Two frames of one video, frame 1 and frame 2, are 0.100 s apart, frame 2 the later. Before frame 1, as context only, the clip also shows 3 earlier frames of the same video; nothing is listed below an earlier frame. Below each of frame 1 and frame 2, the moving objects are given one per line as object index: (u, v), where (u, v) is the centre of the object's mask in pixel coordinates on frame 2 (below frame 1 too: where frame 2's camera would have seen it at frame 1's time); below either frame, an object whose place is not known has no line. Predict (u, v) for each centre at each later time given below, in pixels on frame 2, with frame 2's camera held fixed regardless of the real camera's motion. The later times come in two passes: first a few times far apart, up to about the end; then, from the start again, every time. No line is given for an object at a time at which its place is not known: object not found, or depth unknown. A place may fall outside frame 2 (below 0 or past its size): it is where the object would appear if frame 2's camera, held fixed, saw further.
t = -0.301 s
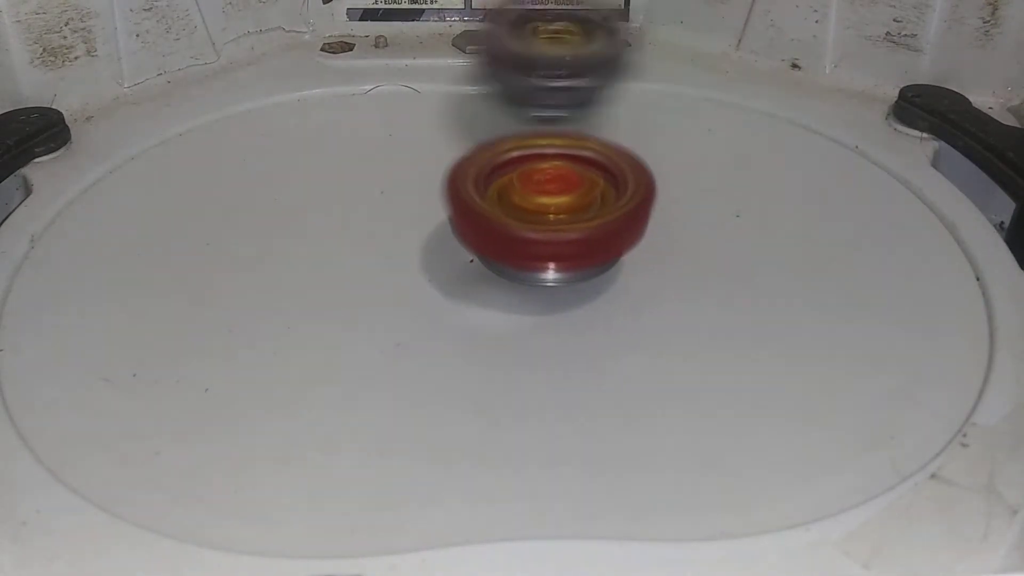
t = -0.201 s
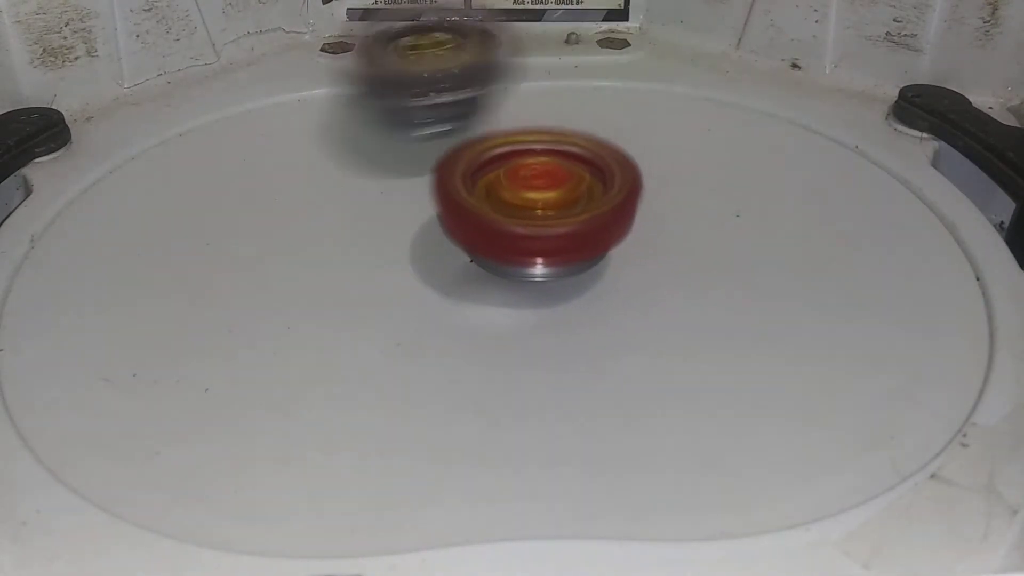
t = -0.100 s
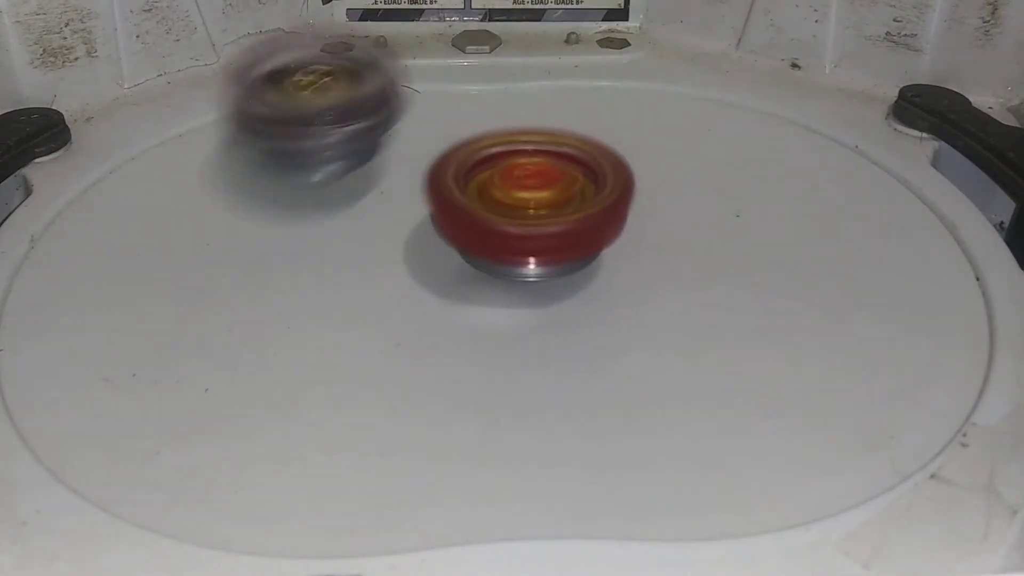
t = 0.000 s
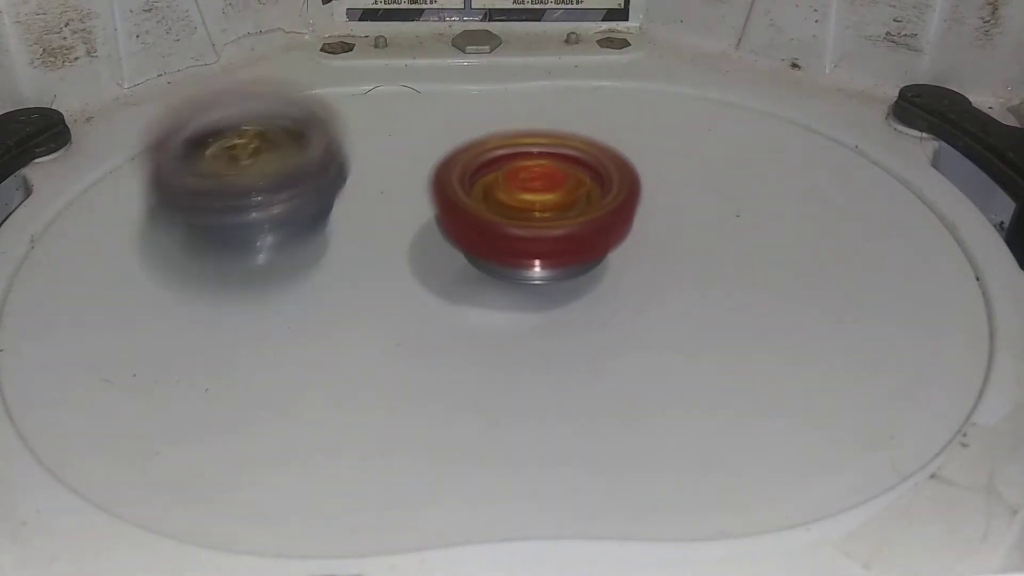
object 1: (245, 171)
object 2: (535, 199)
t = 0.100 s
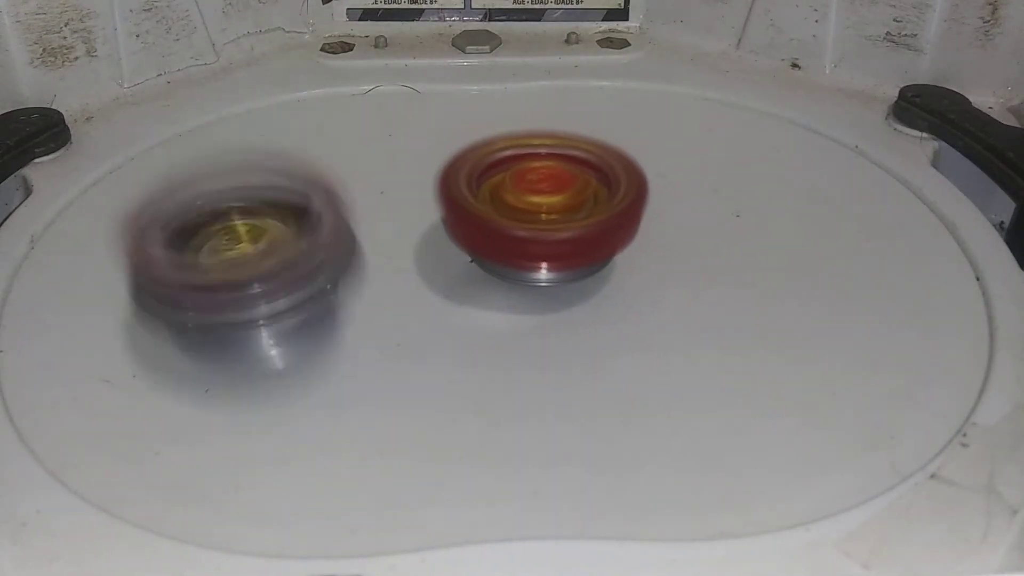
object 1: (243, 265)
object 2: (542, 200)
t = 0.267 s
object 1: (446, 360)
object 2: (539, 196)
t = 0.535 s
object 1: (851, 256)
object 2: (546, 202)
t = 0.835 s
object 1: (648, 86)
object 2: (544, 201)
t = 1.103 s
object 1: (321, 114)
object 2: (556, 210)
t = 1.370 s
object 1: (209, 305)
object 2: (557, 214)
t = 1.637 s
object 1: (663, 337)
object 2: (550, 208)
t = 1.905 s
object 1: (799, 151)
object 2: (562, 225)
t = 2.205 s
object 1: (548, 68)
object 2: (559, 215)
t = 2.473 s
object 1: (319, 196)
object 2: (552, 201)
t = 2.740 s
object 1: (458, 364)
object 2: (521, 193)
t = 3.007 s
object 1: (779, 259)
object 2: (545, 203)
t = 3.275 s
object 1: (690, 102)
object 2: (524, 194)
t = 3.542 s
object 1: (437, 73)
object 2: (497, 195)
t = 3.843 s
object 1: (295, 228)
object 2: (501, 189)
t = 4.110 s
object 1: (584, 318)
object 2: (471, 191)
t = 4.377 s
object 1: (767, 190)
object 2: (539, 207)
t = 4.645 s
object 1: (644, 80)
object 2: (554, 236)
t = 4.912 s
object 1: (409, 147)
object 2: (575, 227)
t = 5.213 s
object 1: (279, 309)
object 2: (618, 218)
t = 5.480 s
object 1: (567, 308)
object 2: (625, 185)
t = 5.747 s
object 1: (516, 239)
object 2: (623, 98)
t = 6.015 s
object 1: (327, 243)
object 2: (621, 55)
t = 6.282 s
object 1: (342, 245)
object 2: (629, 85)
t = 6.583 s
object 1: (423, 184)
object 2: (644, 193)
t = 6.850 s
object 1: (428, 168)
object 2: (635, 286)
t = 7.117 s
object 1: (498, 176)
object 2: (563, 332)
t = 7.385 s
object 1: (617, 177)
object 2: (479, 287)
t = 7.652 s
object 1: (641, 167)
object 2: (396, 196)
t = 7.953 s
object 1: (556, 192)
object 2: (379, 118)
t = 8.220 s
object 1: (536, 242)
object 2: (414, 110)
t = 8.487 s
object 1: (536, 254)
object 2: (453, 139)
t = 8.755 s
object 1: (536, 283)
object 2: (490, 156)
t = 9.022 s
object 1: (527, 300)
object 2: (530, 163)
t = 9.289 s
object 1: (521, 273)
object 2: (589, 158)
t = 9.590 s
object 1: (527, 242)
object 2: (672, 142)
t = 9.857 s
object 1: (545, 262)
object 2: (712, 160)
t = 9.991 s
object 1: (509, 252)
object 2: (704, 182)
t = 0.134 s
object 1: (258, 291)
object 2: (544, 201)
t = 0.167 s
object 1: (288, 317)
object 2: (544, 200)
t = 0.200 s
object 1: (332, 339)
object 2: (543, 199)
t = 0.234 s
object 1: (383, 353)
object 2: (541, 198)
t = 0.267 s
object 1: (446, 360)
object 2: (539, 196)
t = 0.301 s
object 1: (522, 363)
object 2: (536, 194)
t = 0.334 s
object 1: (592, 363)
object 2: (534, 195)
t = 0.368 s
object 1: (664, 360)
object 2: (534, 197)
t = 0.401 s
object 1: (721, 349)
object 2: (536, 199)
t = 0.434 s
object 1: (772, 333)
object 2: (538, 199)
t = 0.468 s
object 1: (812, 310)
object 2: (541, 201)
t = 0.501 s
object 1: (838, 286)
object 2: (543, 202)
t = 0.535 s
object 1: (851, 256)
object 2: (546, 202)
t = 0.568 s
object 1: (851, 228)
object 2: (548, 202)
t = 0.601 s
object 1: (845, 203)
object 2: (548, 202)
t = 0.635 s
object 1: (831, 176)
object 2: (548, 202)
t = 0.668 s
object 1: (807, 154)
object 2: (548, 202)
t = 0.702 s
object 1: (782, 135)
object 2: (547, 201)
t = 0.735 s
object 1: (751, 118)
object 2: (545, 201)
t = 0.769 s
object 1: (720, 106)
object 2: (544, 200)
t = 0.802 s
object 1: (685, 94)
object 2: (543, 201)
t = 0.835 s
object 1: (648, 86)
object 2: (544, 201)
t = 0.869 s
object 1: (609, 78)
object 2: (545, 203)
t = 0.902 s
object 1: (570, 76)
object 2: (547, 204)
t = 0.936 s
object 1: (529, 77)
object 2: (549, 205)
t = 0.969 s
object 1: (487, 79)
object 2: (551, 206)
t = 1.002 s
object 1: (443, 86)
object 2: (553, 207)
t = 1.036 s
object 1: (398, 94)
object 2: (554, 208)
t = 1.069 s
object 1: (358, 98)
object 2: (555, 209)
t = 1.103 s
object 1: (321, 114)
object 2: (556, 210)
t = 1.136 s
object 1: (289, 126)
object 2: (556, 210)
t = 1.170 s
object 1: (258, 143)
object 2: (556, 210)
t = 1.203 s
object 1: (229, 165)
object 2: (556, 209)
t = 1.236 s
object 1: (210, 188)
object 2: (556, 208)
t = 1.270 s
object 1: (195, 215)
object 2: (556, 209)
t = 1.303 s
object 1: (190, 244)
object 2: (556, 210)
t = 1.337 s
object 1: (194, 276)
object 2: (556, 212)
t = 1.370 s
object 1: (209, 305)
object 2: (557, 214)
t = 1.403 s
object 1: (241, 328)
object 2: (558, 217)
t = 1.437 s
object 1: (283, 348)
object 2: (558, 218)
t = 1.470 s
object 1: (341, 360)
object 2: (559, 219)
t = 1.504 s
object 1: (402, 361)
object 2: (561, 219)
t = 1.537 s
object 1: (469, 362)
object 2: (564, 213)
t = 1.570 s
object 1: (529, 356)
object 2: (563, 205)
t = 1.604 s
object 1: (603, 350)
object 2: (556, 205)
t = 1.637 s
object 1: (663, 337)
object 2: (550, 208)
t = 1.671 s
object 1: (707, 319)
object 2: (550, 213)
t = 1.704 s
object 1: (740, 297)
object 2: (553, 217)
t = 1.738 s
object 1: (764, 272)
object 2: (557, 221)
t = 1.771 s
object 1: (779, 245)
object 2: (560, 223)
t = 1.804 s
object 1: (791, 223)
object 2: (559, 223)
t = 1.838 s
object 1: (802, 197)
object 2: (560, 224)
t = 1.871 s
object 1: (803, 172)
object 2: (561, 226)
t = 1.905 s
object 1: (799, 151)
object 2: (562, 225)
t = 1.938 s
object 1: (789, 126)
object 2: (563, 223)
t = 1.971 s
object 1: (771, 107)
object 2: (561, 221)
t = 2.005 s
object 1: (752, 91)
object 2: (559, 220)
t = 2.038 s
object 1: (724, 74)
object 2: (560, 220)
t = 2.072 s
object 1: (694, 66)
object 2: (560, 220)
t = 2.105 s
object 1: (661, 62)
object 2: (560, 219)
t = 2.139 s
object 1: (627, 61)
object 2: (559, 218)
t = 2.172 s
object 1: (585, 66)
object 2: (559, 217)
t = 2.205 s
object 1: (548, 68)
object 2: (559, 215)
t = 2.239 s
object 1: (512, 81)
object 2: (559, 215)
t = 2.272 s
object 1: (476, 84)
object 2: (558, 213)
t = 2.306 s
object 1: (439, 105)
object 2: (558, 213)
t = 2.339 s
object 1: (405, 118)
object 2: (559, 211)
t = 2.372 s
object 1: (375, 137)
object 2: (558, 209)
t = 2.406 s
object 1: (352, 152)
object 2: (557, 206)
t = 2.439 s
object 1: (332, 174)
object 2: (555, 203)
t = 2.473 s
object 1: (319, 196)
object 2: (552, 201)
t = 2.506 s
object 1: (306, 222)
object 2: (549, 198)
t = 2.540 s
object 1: (299, 254)
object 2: (544, 196)
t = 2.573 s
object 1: (300, 279)
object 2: (539, 195)
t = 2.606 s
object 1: (309, 305)
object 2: (535, 193)
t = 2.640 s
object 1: (326, 327)
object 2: (530, 193)
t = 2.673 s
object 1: (359, 346)
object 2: (526, 193)
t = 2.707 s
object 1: (404, 360)
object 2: (523, 193)
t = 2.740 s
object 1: (458, 364)
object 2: (521, 193)
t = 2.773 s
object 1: (521, 366)
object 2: (520, 193)
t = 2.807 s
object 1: (582, 367)
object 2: (521, 195)
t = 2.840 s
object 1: (649, 363)
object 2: (524, 197)
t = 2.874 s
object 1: (701, 351)
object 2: (529, 198)
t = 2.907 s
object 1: (739, 334)
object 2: (533, 199)
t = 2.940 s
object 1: (764, 309)
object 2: (538, 201)
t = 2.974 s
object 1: (777, 285)
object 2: (542, 202)
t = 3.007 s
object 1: (779, 259)
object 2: (545, 203)
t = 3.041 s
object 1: (774, 234)
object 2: (547, 204)
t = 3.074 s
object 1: (765, 212)
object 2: (548, 203)
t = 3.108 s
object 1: (767, 191)
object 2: (540, 199)
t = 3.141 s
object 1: (763, 168)
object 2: (537, 198)
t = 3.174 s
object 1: (751, 150)
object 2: (534, 198)
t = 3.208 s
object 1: (737, 133)
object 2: (533, 196)
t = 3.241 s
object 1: (715, 116)
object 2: (529, 195)
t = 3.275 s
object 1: (690, 102)
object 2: (524, 194)
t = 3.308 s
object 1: (663, 93)
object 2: (520, 192)
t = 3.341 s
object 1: (632, 84)
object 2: (513, 191)
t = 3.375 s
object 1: (596, 80)
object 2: (507, 190)
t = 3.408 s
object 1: (565, 77)
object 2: (495, 192)
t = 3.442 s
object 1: (536, 77)
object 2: (487, 194)
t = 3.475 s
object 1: (505, 76)
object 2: (488, 195)
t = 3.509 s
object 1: (474, 78)
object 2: (493, 195)
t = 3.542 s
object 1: (437, 73)
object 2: (497, 195)
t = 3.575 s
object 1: (404, 84)
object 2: (501, 195)
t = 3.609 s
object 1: (372, 90)
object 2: (504, 194)
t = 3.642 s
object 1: (346, 105)
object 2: (507, 194)
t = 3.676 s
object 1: (326, 121)
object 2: (509, 194)
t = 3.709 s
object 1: (313, 141)
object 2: (509, 193)
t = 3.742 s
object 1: (304, 160)
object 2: (507, 192)
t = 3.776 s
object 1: (299, 180)
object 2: (506, 192)
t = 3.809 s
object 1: (292, 201)
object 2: (503, 190)
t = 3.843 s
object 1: (295, 228)
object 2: (501, 189)
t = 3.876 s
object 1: (303, 248)
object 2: (499, 188)
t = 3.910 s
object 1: (319, 271)
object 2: (497, 187)
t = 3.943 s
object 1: (347, 292)
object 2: (496, 184)
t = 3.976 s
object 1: (382, 305)
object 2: (497, 180)
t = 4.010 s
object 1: (426, 315)
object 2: (489, 177)
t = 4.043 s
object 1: (476, 318)
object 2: (481, 175)
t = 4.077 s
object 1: (531, 320)
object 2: (472, 179)
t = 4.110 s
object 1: (584, 318)
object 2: (471, 191)
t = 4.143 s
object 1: (637, 313)
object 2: (465, 193)
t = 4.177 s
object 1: (678, 302)
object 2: (461, 199)
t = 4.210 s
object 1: (716, 289)
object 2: (465, 200)
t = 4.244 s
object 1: (741, 272)
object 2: (479, 199)
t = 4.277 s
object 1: (761, 252)
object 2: (496, 198)
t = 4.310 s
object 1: (772, 229)
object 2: (512, 199)
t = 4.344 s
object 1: (773, 211)
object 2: (528, 203)
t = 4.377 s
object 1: (767, 190)
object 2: (539, 207)
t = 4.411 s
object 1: (759, 169)
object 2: (545, 209)
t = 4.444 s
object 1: (758, 154)
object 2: (540, 208)
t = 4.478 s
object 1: (751, 136)
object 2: (543, 210)
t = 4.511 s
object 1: (737, 120)
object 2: (548, 216)
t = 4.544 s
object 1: (720, 102)
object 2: (551, 222)
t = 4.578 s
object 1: (699, 90)
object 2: (552, 228)
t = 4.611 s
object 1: (674, 84)
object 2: (553, 233)
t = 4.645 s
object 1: (644, 80)
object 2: (554, 236)
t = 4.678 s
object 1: (612, 74)
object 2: (554, 238)
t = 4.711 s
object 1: (581, 78)
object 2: (556, 239)
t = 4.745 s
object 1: (549, 90)
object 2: (558, 240)
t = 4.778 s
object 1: (517, 92)
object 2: (561, 239)
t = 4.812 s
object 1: (489, 102)
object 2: (565, 237)
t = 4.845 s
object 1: (457, 119)
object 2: (568, 233)
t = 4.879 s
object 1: (429, 134)
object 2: (572, 230)
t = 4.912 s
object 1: (409, 147)
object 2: (575, 227)
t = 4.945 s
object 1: (383, 164)
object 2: (582, 227)
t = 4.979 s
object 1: (358, 177)
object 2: (589, 226)
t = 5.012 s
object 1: (337, 189)
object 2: (595, 225)
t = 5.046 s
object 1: (313, 207)
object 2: (601, 223)
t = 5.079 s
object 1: (296, 224)
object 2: (607, 222)
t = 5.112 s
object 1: (282, 243)
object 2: (611, 221)
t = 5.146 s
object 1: (272, 264)
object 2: (613, 220)
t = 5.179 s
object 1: (271, 289)
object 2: (616, 218)
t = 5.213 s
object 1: (279, 309)
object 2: (618, 218)
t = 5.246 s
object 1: (299, 325)
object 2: (619, 216)
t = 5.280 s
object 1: (331, 338)
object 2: (620, 216)
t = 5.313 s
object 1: (368, 342)
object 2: (619, 214)
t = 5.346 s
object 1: (415, 340)
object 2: (619, 214)
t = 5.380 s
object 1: (458, 333)
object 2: (617, 212)
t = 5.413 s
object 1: (504, 325)
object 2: (623, 205)
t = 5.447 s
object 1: (547, 313)
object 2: (622, 196)
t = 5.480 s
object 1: (567, 308)
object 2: (625, 185)
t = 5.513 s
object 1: (584, 305)
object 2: (625, 172)
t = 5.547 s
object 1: (600, 289)
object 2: (621, 161)
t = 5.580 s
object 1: (606, 278)
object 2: (619, 153)
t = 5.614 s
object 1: (608, 263)
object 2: (617, 141)
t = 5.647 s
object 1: (600, 249)
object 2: (617, 133)
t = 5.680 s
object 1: (579, 241)
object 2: (630, 121)
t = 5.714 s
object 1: (546, 239)
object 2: (629, 111)
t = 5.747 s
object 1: (516, 239)
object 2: (623, 98)
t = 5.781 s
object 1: (489, 240)
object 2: (624, 83)
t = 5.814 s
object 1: (454, 240)
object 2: (624, 71)
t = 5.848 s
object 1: (431, 239)
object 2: (624, 61)
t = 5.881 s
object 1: (406, 239)
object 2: (624, 54)
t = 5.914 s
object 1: (382, 240)
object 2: (626, 51)
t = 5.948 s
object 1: (366, 240)
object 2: (626, 53)
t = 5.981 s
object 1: (347, 241)
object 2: (622, 54)
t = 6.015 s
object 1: (327, 243)
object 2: (621, 55)
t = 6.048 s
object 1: (313, 245)
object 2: (621, 54)
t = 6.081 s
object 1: (304, 246)
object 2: (622, 55)
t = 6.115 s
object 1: (303, 248)
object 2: (624, 56)
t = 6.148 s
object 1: (306, 249)
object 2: (625, 58)
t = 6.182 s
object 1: (309, 248)
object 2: (626, 62)
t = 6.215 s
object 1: (315, 249)
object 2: (628, 67)
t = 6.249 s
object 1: (330, 248)
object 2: (628, 75)
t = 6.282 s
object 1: (342, 245)
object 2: (629, 85)
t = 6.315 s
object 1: (356, 244)
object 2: (627, 94)
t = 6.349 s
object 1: (378, 237)
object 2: (628, 108)
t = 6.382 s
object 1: (397, 230)
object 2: (627, 120)
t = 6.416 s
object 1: (418, 221)
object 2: (625, 134)
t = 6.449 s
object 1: (436, 211)
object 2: (622, 147)
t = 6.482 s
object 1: (442, 202)
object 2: (623, 160)
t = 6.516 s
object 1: (433, 195)
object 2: (632, 171)
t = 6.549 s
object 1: (426, 188)
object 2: (639, 183)
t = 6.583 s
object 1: (423, 184)
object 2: (644, 193)
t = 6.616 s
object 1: (418, 179)
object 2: (647, 206)
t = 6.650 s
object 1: (417, 175)
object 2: (652, 217)
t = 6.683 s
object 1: (417, 173)
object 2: (651, 229)
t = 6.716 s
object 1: (416, 169)
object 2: (651, 242)
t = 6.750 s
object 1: (417, 169)
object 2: (650, 252)
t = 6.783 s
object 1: (421, 167)
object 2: (645, 265)
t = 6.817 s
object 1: (422, 167)
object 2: (643, 276)
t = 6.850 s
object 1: (428, 168)
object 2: (635, 286)
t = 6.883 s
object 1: (432, 167)
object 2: (628, 296)
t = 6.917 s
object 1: (438, 168)
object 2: (623, 304)
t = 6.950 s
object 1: (445, 170)
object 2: (612, 312)
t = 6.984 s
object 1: (450, 172)
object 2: (605, 319)
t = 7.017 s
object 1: (461, 176)
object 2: (594, 324)
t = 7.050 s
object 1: (469, 180)
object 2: (583, 329)
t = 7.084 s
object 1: (480, 182)
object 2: (575, 330)
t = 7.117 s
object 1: (498, 176)
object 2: (563, 332)
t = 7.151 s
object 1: (520, 178)
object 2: (555, 332)
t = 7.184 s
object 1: (541, 178)
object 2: (545, 330)
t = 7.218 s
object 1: (556, 179)
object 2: (533, 327)
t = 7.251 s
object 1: (572, 179)
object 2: (524, 323)
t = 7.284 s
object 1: (582, 179)
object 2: (508, 315)
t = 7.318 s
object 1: (596, 178)
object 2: (501, 308)
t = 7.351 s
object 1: (608, 178)
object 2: (489, 297)
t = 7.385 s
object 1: (617, 177)
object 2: (479, 287)
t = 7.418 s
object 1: (626, 175)
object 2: (470, 275)
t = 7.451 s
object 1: (629, 172)
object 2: (460, 262)
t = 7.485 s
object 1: (634, 172)
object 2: (453, 252)
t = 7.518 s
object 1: (635, 168)
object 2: (436, 239)
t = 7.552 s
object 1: (641, 169)
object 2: (425, 229)
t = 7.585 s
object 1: (642, 169)
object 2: (413, 218)
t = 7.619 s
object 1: (640, 169)
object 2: (403, 206)
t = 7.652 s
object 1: (641, 167)
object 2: (396, 196)
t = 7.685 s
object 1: (635, 168)
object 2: (388, 184)
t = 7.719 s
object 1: (632, 172)
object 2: (384, 174)
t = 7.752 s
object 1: (626, 172)
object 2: (379, 163)
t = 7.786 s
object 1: (617, 173)
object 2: (377, 154)
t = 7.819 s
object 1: (611, 176)
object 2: (375, 145)
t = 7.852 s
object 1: (595, 177)
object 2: (375, 137)
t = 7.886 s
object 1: (584, 181)
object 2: (375, 129)
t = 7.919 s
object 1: (569, 186)
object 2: (377, 124)
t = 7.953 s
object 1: (556, 192)
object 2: (379, 118)
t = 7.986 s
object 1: (542, 197)
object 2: (381, 114)
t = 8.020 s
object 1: (543, 202)
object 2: (386, 110)
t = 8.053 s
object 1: (543, 210)
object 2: (390, 108)
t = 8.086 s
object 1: (543, 221)
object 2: (394, 106)
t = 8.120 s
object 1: (538, 233)
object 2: (398, 106)
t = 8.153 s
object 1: (532, 238)
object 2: (403, 106)
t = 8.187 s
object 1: (536, 240)
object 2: (408, 108)
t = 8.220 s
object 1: (536, 242)
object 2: (414, 110)
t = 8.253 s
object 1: (539, 243)
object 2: (418, 113)
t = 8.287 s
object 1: (534, 243)
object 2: (423, 118)
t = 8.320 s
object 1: (538, 245)
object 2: (430, 124)
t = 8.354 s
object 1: (537, 243)
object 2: (434, 130)
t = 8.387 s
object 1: (537, 239)
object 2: (437, 135)
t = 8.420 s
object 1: (537, 241)
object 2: (442, 141)
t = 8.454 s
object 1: (538, 248)
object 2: (452, 142)
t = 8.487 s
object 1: (536, 254)
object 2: (453, 139)
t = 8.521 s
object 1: (538, 258)
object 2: (460, 145)
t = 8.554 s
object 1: (537, 263)
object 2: (461, 149)
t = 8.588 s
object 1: (536, 261)
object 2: (464, 149)
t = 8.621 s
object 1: (544, 267)
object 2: (470, 157)
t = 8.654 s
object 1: (539, 270)
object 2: (476, 157)
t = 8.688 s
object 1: (542, 270)
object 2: (473, 158)
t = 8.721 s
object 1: (546, 279)
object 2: (481, 165)
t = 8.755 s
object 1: (536, 283)
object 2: (490, 156)
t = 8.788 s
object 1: (535, 283)
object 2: (491, 159)
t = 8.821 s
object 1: (540, 283)
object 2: (490, 167)
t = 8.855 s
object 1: (548, 284)
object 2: (495, 164)
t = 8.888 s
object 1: (539, 290)
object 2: (498, 169)
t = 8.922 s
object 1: (539, 285)
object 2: (501, 166)
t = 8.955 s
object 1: (539, 297)
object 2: (516, 168)
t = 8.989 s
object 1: (529, 299)
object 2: (528, 161)
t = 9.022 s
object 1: (527, 300)
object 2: (530, 163)
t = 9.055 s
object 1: (530, 299)
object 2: (534, 161)
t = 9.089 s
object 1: (534, 300)
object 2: (541, 162)
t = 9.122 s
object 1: (532, 295)
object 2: (545, 155)
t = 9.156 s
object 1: (524, 290)
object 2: (552, 156)
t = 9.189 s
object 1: (522, 282)
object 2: (557, 160)
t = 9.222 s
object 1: (523, 273)
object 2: (565, 154)
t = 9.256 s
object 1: (523, 270)
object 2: (575, 156)
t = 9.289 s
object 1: (521, 273)
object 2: (589, 158)
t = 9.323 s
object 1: (516, 269)
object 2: (599, 150)
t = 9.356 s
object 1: (514, 267)
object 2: (607, 150)
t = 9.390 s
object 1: (517, 257)
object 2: (619, 149)
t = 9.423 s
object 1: (522, 253)
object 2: (612, 154)
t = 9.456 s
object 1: (534, 241)
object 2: (639, 143)
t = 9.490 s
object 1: (532, 248)
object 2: (647, 146)
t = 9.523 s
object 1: (526, 247)
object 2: (659, 145)
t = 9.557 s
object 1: (520, 246)
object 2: (660, 146)
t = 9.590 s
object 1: (527, 242)
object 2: (672, 142)
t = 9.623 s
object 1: (528, 238)
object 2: (686, 143)
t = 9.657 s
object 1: (534, 241)
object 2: (688, 144)
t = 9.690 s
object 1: (546, 245)
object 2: (699, 142)
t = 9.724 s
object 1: (543, 249)
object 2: (701, 147)
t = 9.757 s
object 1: (550, 252)
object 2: (706, 149)
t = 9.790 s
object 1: (547, 253)
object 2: (710, 152)
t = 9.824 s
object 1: (543, 258)
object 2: (710, 155)
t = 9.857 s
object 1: (545, 262)
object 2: (712, 160)
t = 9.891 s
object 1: (539, 261)
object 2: (707, 164)
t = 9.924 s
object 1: (529, 250)
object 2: (704, 169)
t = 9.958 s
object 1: (522, 244)
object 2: (700, 176)
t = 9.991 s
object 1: (509, 252)
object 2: (704, 182)
